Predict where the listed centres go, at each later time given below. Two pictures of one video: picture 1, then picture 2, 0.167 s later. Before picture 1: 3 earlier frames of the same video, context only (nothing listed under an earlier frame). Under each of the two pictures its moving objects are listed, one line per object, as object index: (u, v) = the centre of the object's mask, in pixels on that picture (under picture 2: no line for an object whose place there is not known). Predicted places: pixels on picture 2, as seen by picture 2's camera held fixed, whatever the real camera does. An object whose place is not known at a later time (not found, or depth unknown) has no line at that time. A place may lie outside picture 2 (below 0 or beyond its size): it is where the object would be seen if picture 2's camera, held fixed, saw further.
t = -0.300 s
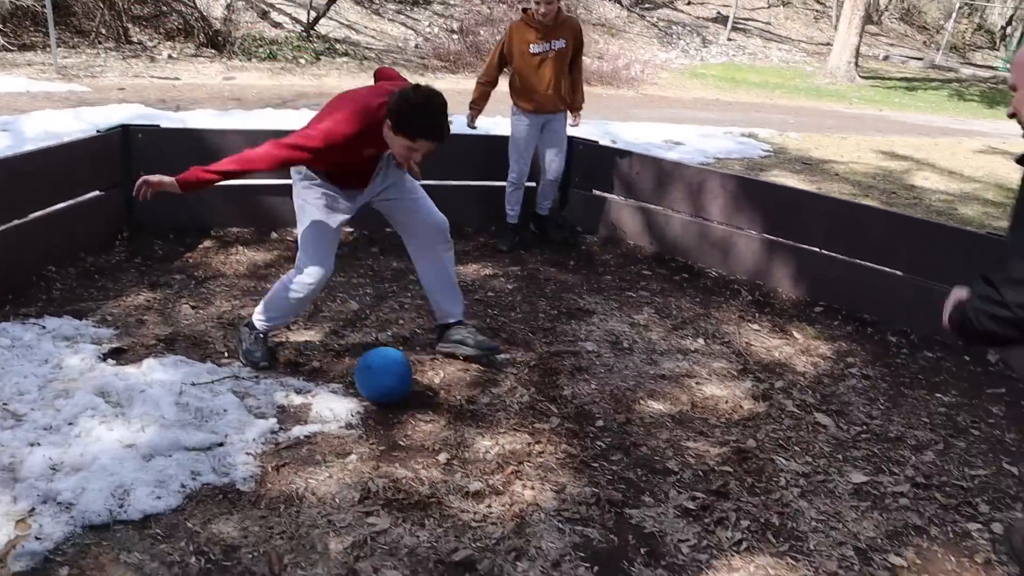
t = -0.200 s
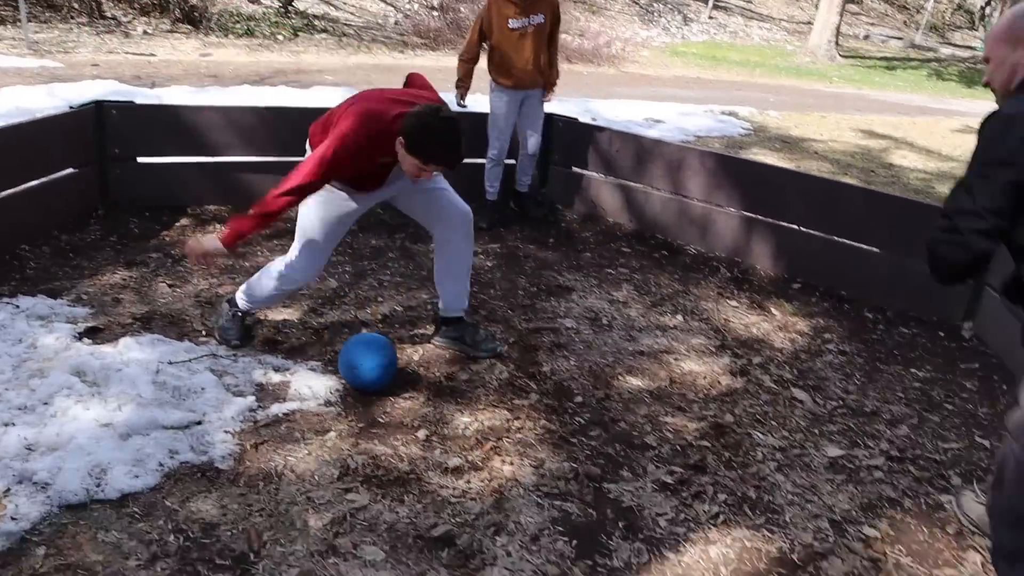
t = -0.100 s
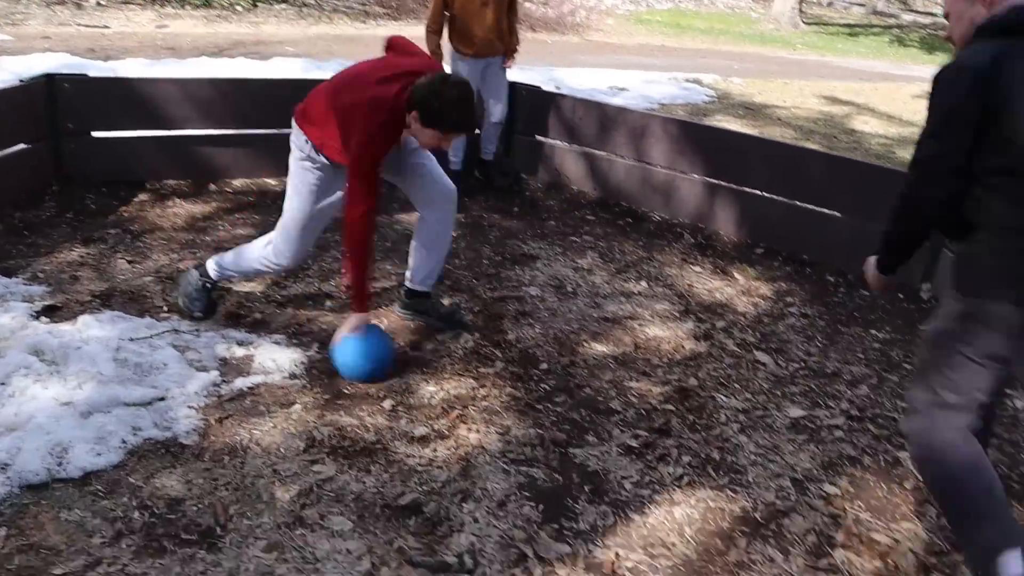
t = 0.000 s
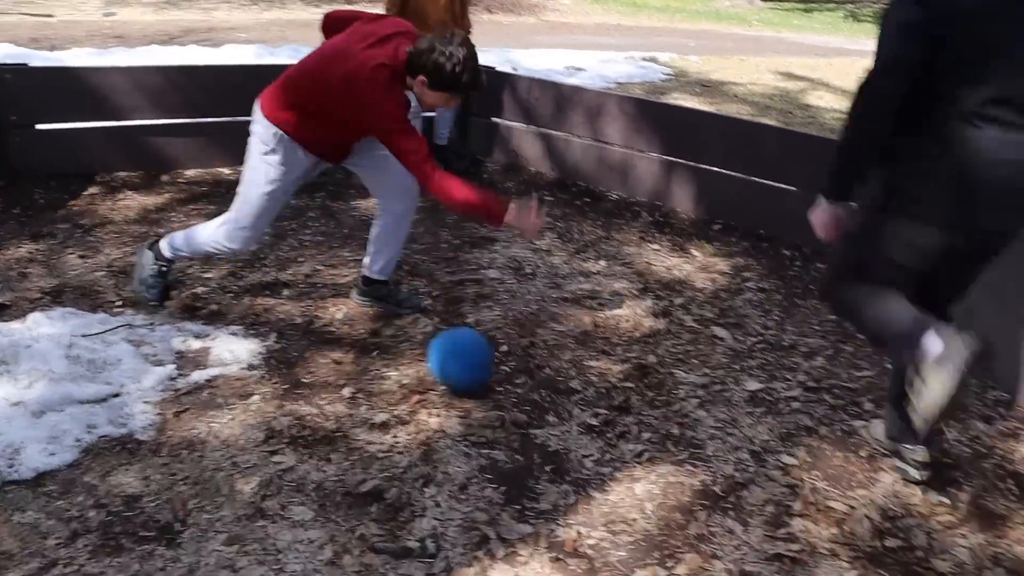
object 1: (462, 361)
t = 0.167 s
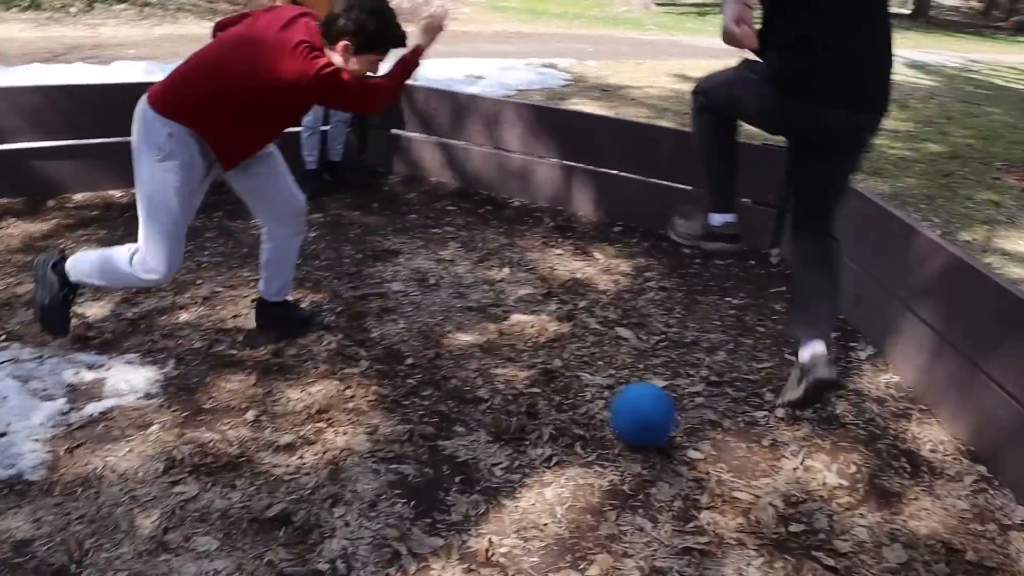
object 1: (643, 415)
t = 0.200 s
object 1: (698, 425)
